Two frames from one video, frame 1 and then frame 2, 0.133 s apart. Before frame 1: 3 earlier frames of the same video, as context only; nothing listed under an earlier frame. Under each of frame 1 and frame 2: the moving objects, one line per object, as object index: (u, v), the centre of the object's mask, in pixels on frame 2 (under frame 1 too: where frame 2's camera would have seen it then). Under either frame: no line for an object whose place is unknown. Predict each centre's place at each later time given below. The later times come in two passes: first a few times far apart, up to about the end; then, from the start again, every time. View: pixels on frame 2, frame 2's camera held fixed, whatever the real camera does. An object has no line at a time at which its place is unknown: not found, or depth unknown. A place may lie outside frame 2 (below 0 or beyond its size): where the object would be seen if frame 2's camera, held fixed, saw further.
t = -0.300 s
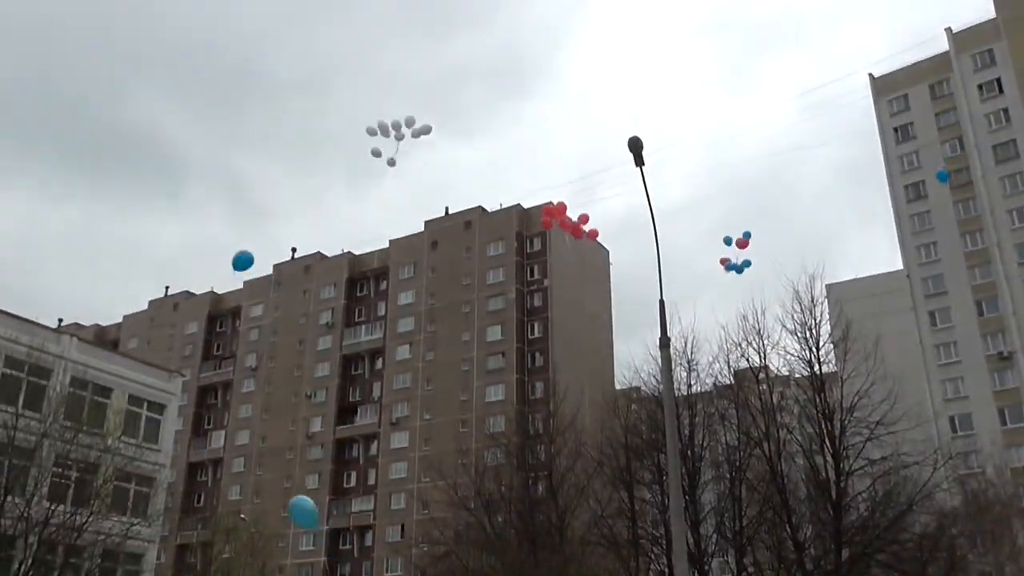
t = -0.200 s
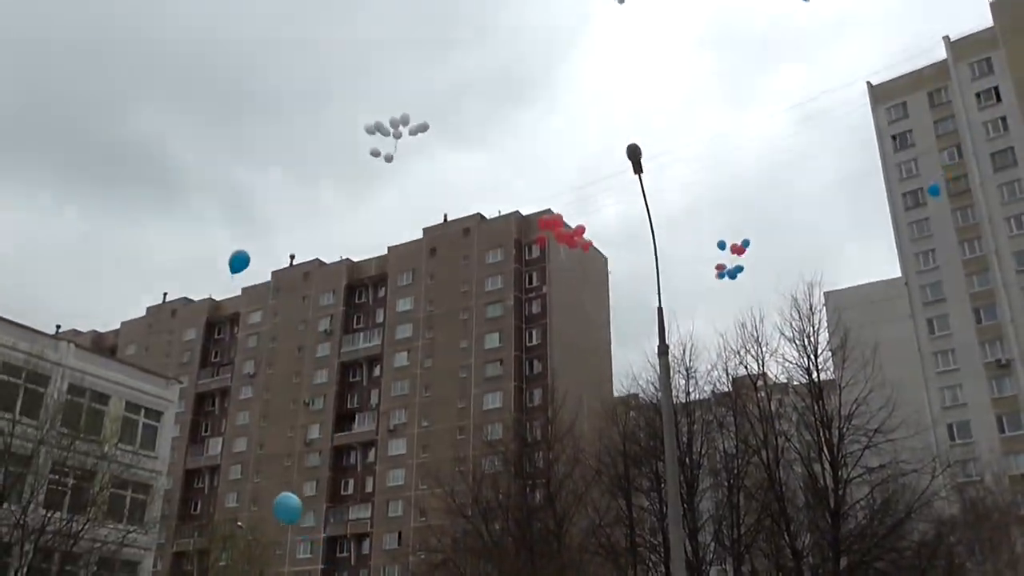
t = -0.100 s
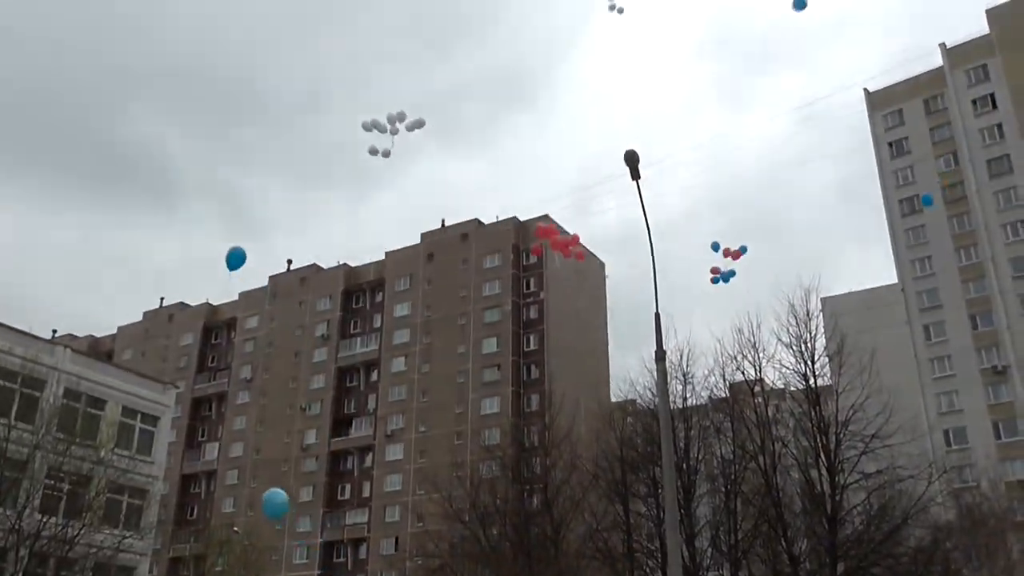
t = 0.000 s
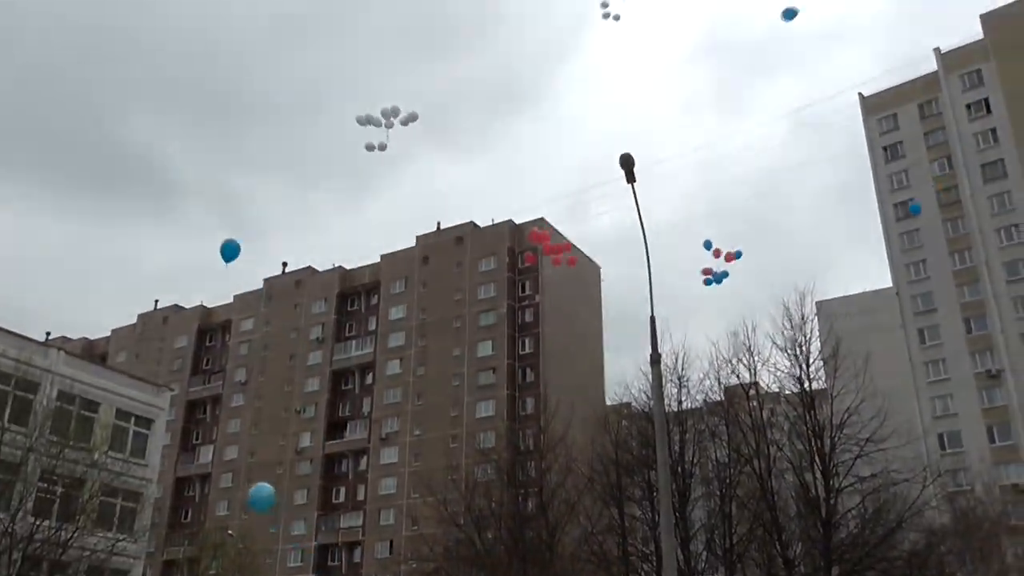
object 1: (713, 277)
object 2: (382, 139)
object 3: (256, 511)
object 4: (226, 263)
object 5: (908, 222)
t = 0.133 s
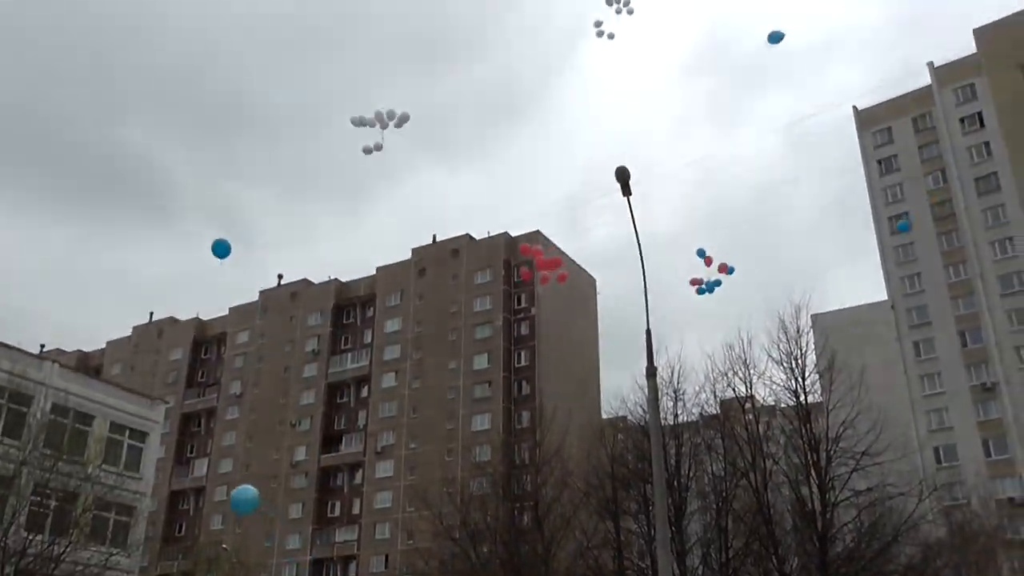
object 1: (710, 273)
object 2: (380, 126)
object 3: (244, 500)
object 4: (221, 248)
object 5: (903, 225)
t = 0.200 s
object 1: (709, 274)
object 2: (378, 121)
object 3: (236, 495)
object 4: (216, 245)
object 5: (903, 227)
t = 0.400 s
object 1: (703, 269)
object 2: (375, 105)
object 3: (211, 479)
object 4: (200, 242)
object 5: (894, 241)
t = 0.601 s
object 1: (697, 266)
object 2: (375, 91)
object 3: (187, 463)
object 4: (183, 238)
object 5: (890, 251)
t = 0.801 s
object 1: (690, 261)
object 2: (374, 79)
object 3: (171, 440)
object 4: (172, 231)
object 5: (886, 258)
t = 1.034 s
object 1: (685, 255)
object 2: (373, 64)
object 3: (155, 408)
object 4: (171, 228)
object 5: (878, 265)
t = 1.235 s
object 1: (682, 257)
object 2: (371, 54)
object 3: (140, 384)
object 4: (177, 230)
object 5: (867, 274)
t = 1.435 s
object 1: (678, 259)
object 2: (376, 46)
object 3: (133, 350)
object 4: (183, 219)
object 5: (854, 281)
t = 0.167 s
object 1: (709, 273)
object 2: (380, 124)
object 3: (241, 497)
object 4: (219, 246)
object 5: (902, 227)
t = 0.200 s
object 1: (709, 274)
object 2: (378, 121)
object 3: (236, 495)
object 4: (216, 245)
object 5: (903, 227)
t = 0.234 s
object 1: (708, 273)
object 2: (378, 118)
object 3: (233, 493)
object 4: (214, 244)
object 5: (901, 229)
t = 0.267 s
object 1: (707, 272)
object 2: (377, 116)
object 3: (229, 490)
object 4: (211, 243)
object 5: (897, 233)
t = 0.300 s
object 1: (705, 271)
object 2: (375, 114)
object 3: (225, 487)
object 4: (208, 242)
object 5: (896, 235)
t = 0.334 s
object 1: (704, 270)
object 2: (375, 111)
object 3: (221, 485)
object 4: (206, 242)
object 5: (896, 237)
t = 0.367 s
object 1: (703, 270)
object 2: (375, 108)
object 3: (217, 482)
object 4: (203, 242)
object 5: (895, 238)
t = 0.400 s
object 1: (703, 269)
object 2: (375, 105)
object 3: (211, 479)
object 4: (200, 242)
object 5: (894, 241)
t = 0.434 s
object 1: (701, 269)
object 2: (375, 104)
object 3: (207, 477)
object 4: (197, 242)
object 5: (893, 242)
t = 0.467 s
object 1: (700, 268)
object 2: (375, 100)
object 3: (202, 474)
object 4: (194, 241)
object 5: (893, 244)
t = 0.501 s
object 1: (699, 267)
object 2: (375, 98)
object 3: (198, 472)
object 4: (191, 241)
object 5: (892, 245)
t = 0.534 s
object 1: (698, 267)
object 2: (375, 96)
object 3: (194, 469)
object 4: (188, 240)
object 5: (891, 248)
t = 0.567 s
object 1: (698, 266)
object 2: (375, 93)
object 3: (189, 466)
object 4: (185, 239)
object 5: (891, 249)
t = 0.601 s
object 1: (697, 266)
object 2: (375, 91)
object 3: (187, 463)
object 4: (183, 238)
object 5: (890, 251)
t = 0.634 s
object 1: (696, 265)
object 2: (375, 89)
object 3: (183, 459)
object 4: (180, 237)
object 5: (889, 252)
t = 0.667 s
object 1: (694, 264)
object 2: (375, 87)
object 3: (180, 456)
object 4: (177, 236)
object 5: (889, 253)
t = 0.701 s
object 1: (693, 264)
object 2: (375, 85)
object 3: (177, 451)
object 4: (175, 235)
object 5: (888, 254)
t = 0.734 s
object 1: (692, 263)
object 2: (374, 83)
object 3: (175, 448)
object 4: (174, 233)
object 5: (888, 255)
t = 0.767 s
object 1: (691, 262)
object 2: (375, 81)
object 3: (174, 443)
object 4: (173, 232)
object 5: (887, 257)
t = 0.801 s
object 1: (690, 261)
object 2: (374, 79)
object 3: (171, 440)
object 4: (172, 231)
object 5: (886, 258)
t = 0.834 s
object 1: (689, 260)
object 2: (374, 77)
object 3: (170, 436)
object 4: (171, 230)
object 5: (885, 259)
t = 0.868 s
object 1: (689, 259)
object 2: (375, 75)
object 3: (168, 431)
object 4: (171, 229)
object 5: (884, 260)
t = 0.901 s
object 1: (688, 258)
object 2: (375, 72)
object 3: (165, 426)
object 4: (170, 229)
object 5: (883, 260)
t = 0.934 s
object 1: (687, 257)
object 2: (375, 70)
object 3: (163, 421)
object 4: (170, 228)
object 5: (882, 262)
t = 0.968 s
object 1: (686, 256)
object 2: (374, 67)
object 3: (160, 416)
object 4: (170, 227)
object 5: (881, 263)
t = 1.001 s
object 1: (685, 256)
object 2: (374, 66)
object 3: (157, 411)
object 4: (171, 227)
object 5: (879, 264)
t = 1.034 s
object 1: (685, 255)
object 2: (373, 64)
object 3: (155, 408)
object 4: (171, 228)
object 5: (878, 265)
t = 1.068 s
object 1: (684, 254)
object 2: (373, 61)
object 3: (152, 402)
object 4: (172, 227)
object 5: (876, 266)
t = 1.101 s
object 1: (684, 255)
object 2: (371, 59)
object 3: (149, 399)
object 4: (172, 228)
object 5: (874, 268)
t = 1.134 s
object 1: (683, 255)
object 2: (371, 58)
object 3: (146, 396)
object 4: (173, 229)
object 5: (873, 269)
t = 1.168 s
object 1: (679, 259)
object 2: (370, 56)
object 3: (144, 391)
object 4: (175, 230)
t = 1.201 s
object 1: (679, 259)
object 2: (371, 55)
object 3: (141, 387)
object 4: (176, 230)
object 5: (869, 273)
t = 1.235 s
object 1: (682, 257)
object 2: (371, 54)
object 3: (140, 384)
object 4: (177, 230)
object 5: (867, 274)
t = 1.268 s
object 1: (681, 257)
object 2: (371, 52)
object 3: (136, 379)
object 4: (178, 229)
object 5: (864, 276)
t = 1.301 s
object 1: (680, 258)
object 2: (371, 52)
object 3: (134, 374)
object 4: (179, 228)
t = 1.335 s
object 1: (680, 258)
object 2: (373, 51)
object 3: (135, 368)
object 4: (181, 226)
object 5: (860, 279)
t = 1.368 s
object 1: (679, 258)
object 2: (374, 49)
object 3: (133, 362)
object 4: (182, 224)
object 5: (858, 280)
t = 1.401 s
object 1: (679, 259)
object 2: (375, 47)
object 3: (133, 355)
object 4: (183, 220)
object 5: (856, 281)
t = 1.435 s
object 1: (678, 259)
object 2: (376, 46)
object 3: (133, 350)
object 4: (183, 219)
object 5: (854, 281)
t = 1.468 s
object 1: (679, 259)
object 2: (378, 43)
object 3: (135, 342)
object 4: (185, 215)
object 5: (854, 282)
